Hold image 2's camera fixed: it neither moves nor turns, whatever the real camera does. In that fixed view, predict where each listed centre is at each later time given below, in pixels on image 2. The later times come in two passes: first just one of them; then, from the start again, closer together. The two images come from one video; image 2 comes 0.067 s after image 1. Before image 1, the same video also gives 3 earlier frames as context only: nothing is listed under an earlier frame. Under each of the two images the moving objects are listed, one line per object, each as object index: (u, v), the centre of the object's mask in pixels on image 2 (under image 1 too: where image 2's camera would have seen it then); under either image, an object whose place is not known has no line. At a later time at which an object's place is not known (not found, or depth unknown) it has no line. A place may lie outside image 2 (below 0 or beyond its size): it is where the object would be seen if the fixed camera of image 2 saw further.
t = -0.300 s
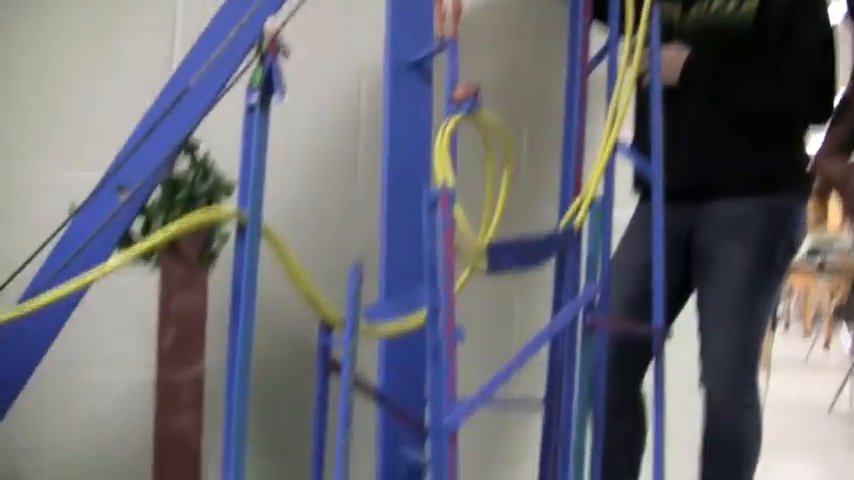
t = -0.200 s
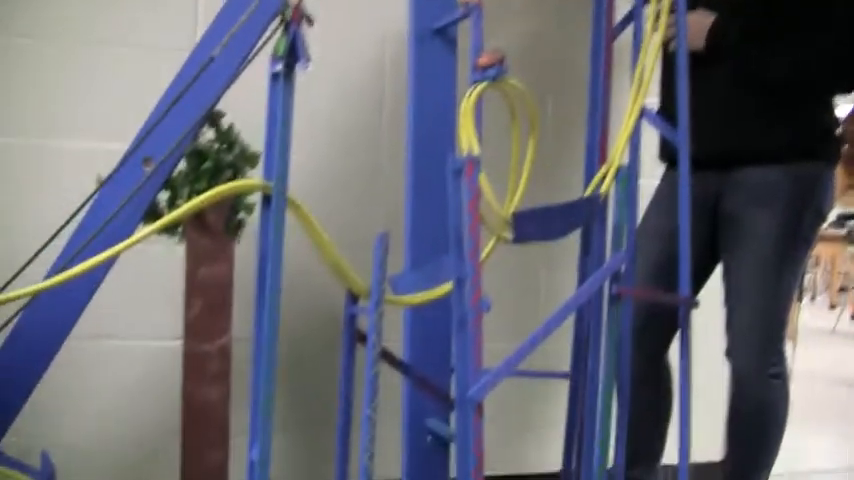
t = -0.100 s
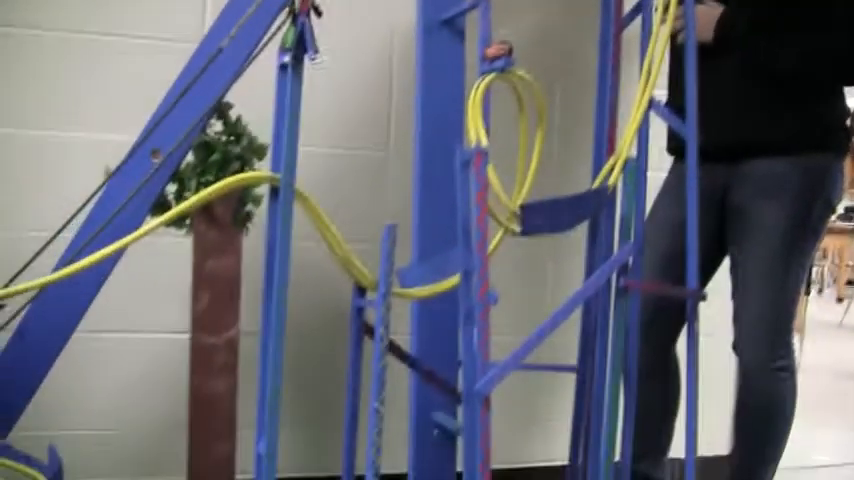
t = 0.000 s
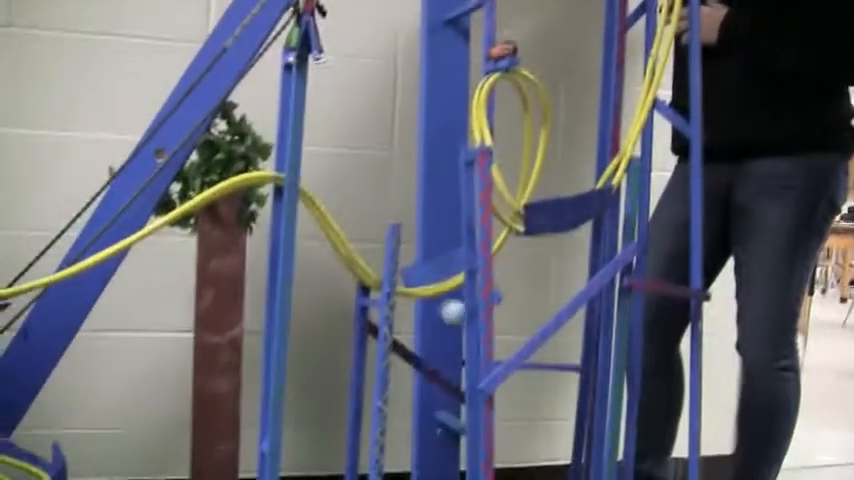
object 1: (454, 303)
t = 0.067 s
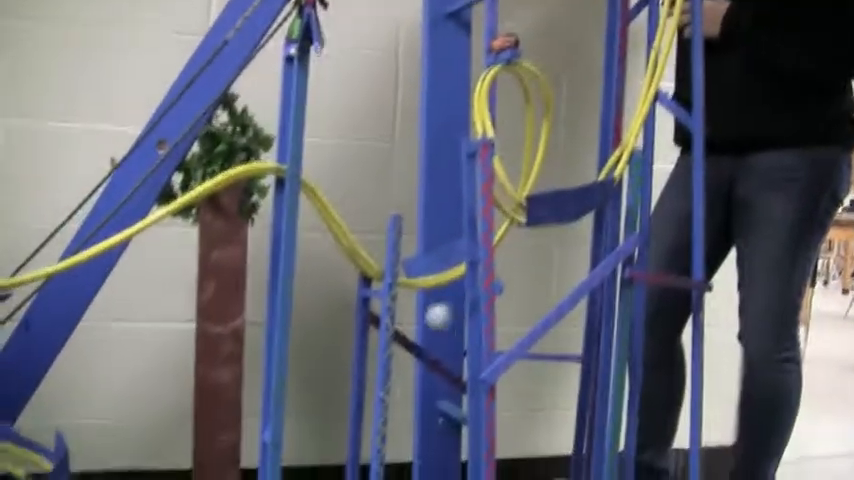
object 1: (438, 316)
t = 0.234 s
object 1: (391, 473)
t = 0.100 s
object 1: (430, 332)
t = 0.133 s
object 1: (421, 357)
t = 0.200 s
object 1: (399, 422)
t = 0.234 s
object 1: (391, 473)
